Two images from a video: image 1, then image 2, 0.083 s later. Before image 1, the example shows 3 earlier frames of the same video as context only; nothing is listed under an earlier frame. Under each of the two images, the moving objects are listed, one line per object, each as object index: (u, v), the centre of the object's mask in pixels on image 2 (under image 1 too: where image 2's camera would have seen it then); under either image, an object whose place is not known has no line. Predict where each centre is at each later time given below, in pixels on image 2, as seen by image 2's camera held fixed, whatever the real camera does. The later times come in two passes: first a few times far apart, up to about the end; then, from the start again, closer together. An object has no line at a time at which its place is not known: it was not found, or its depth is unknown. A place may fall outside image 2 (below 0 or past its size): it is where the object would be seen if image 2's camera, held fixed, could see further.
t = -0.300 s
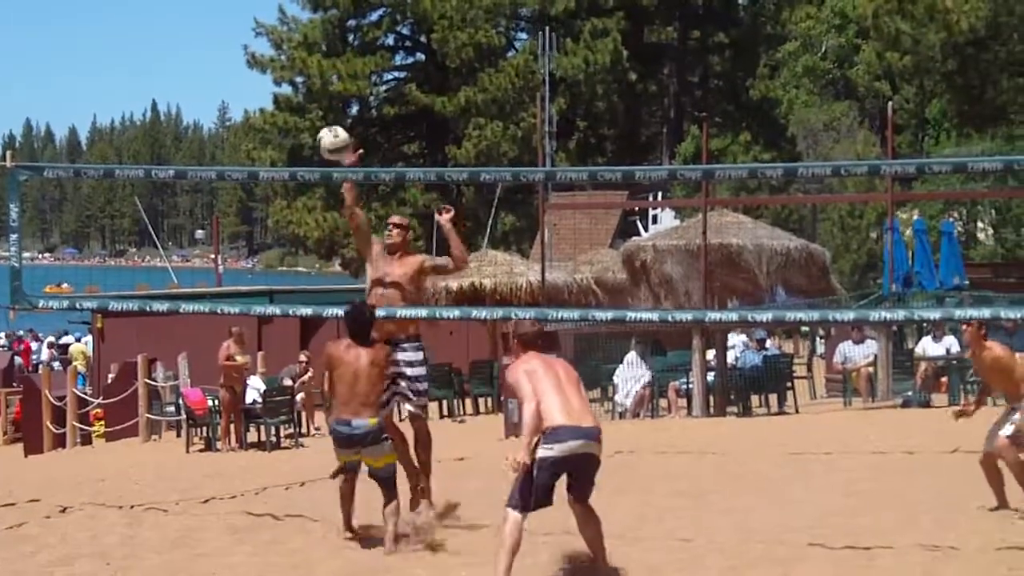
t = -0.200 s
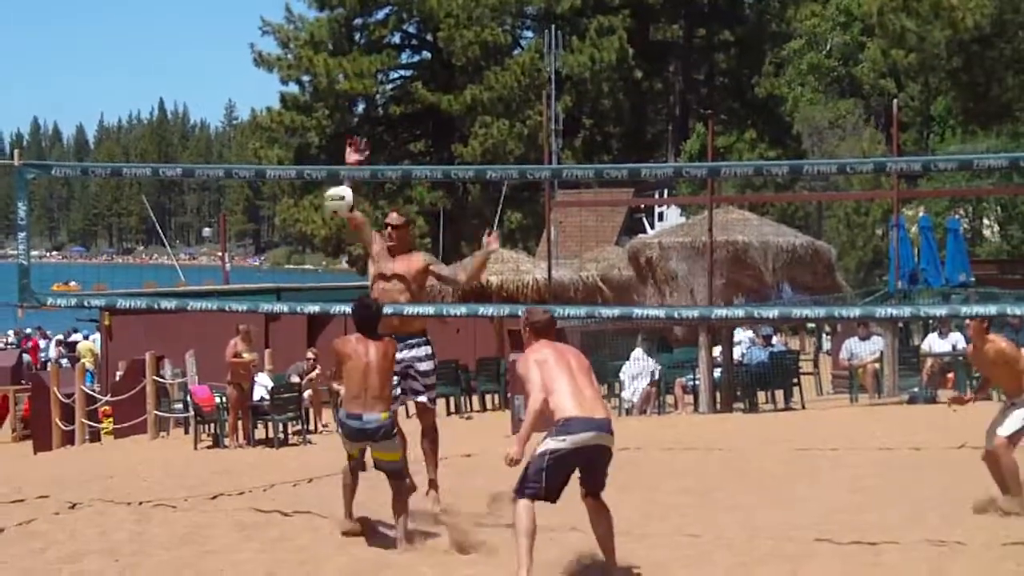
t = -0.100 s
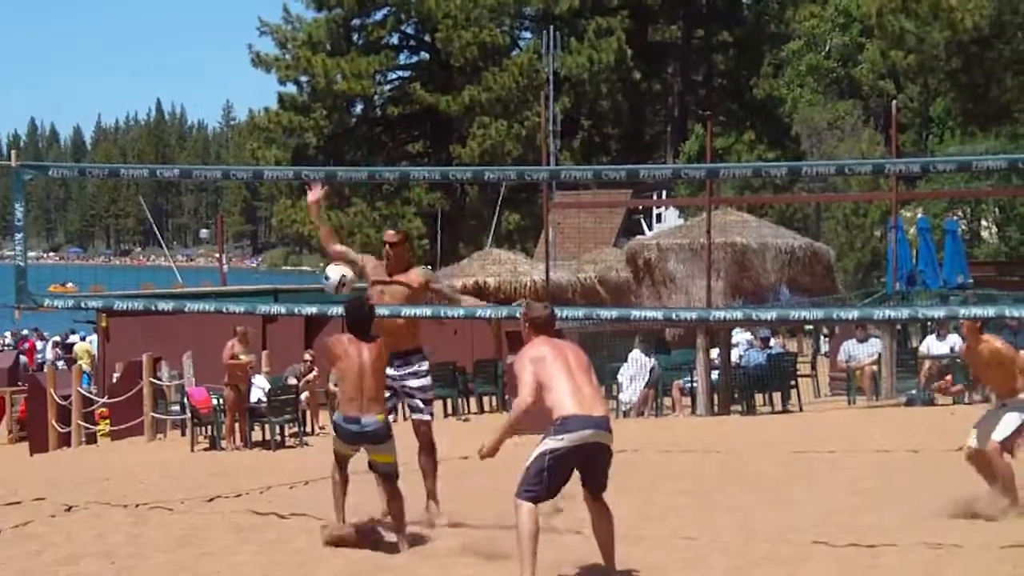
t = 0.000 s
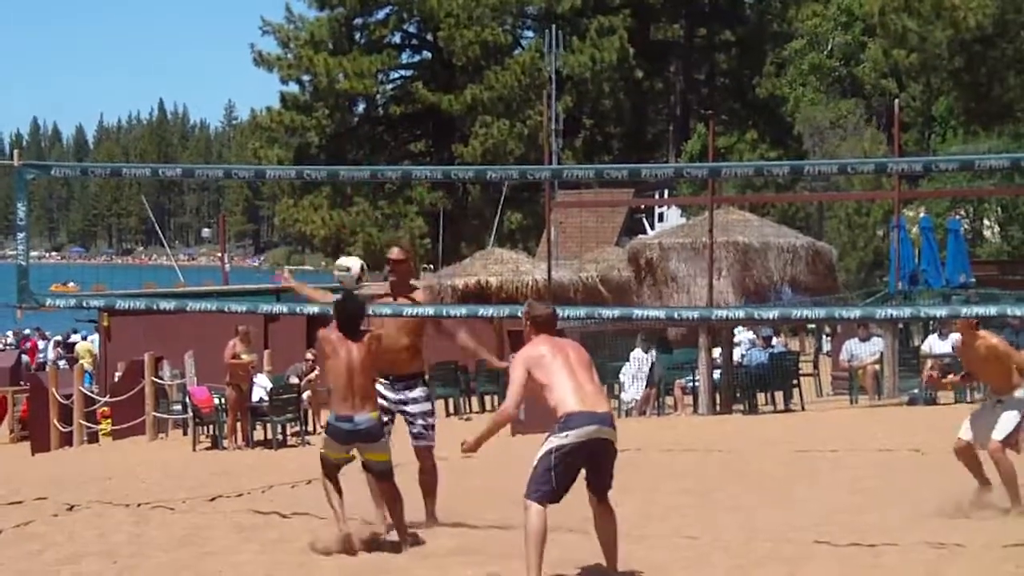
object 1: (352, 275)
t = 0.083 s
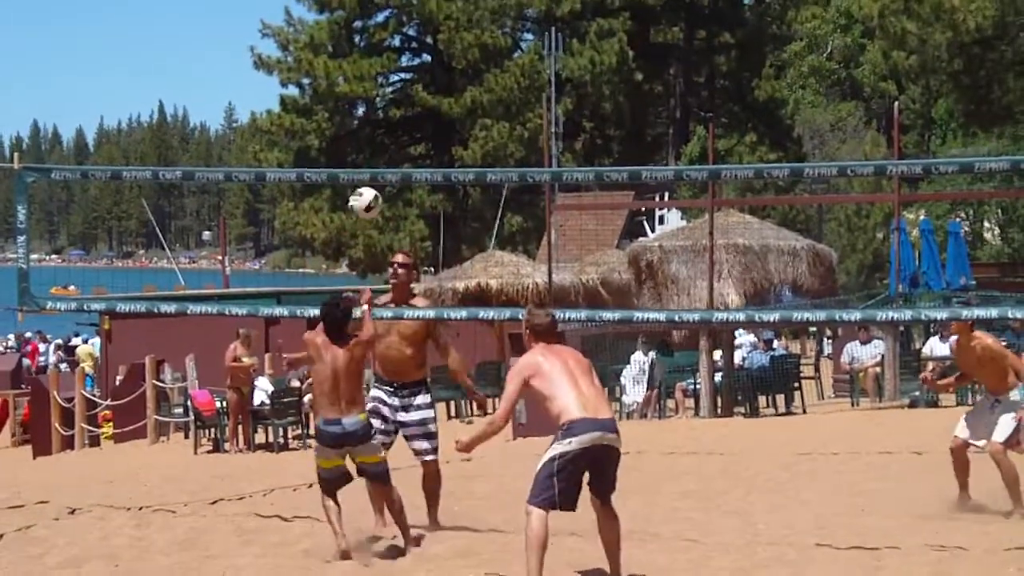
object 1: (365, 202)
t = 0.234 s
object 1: (394, 100)
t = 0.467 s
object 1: (447, 7)
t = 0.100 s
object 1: (369, 189)
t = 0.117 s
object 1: (373, 176)
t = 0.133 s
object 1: (375, 165)
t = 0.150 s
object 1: (378, 154)
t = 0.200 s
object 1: (388, 121)
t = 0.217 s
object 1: (391, 111)
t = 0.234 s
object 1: (394, 100)
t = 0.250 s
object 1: (398, 91)
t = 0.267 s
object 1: (401, 82)
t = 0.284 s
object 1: (404, 73)
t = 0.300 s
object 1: (408, 65)
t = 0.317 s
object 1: (411, 57)
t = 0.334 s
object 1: (415, 49)
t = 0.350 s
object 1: (419, 43)
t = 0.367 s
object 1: (423, 35)
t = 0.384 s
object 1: (427, 28)
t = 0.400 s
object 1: (430, 23)
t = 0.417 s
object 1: (434, 17)
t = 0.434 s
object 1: (438, 12)
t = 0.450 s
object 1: (441, 9)
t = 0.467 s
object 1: (447, 7)
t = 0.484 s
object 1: (450, 5)
